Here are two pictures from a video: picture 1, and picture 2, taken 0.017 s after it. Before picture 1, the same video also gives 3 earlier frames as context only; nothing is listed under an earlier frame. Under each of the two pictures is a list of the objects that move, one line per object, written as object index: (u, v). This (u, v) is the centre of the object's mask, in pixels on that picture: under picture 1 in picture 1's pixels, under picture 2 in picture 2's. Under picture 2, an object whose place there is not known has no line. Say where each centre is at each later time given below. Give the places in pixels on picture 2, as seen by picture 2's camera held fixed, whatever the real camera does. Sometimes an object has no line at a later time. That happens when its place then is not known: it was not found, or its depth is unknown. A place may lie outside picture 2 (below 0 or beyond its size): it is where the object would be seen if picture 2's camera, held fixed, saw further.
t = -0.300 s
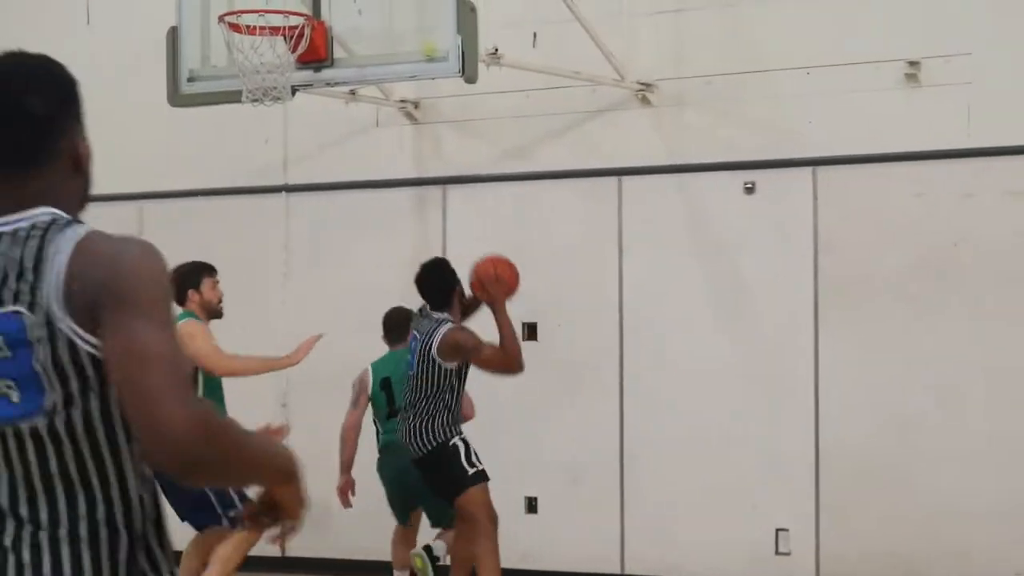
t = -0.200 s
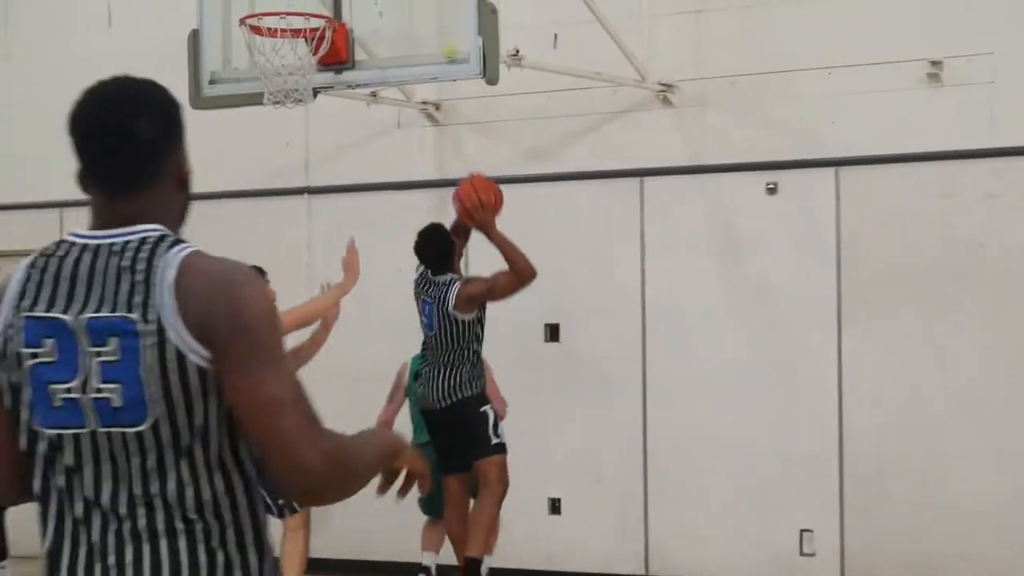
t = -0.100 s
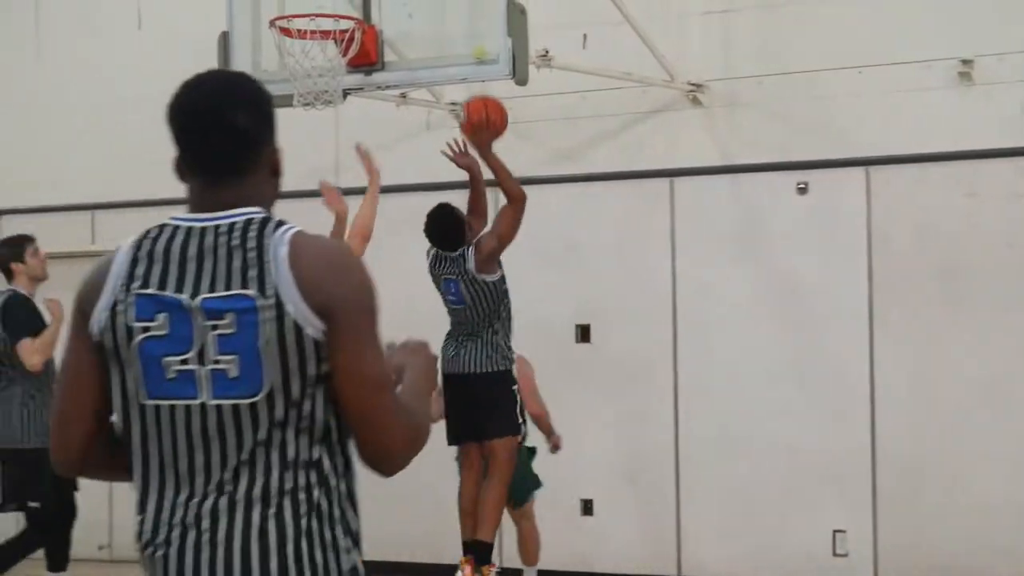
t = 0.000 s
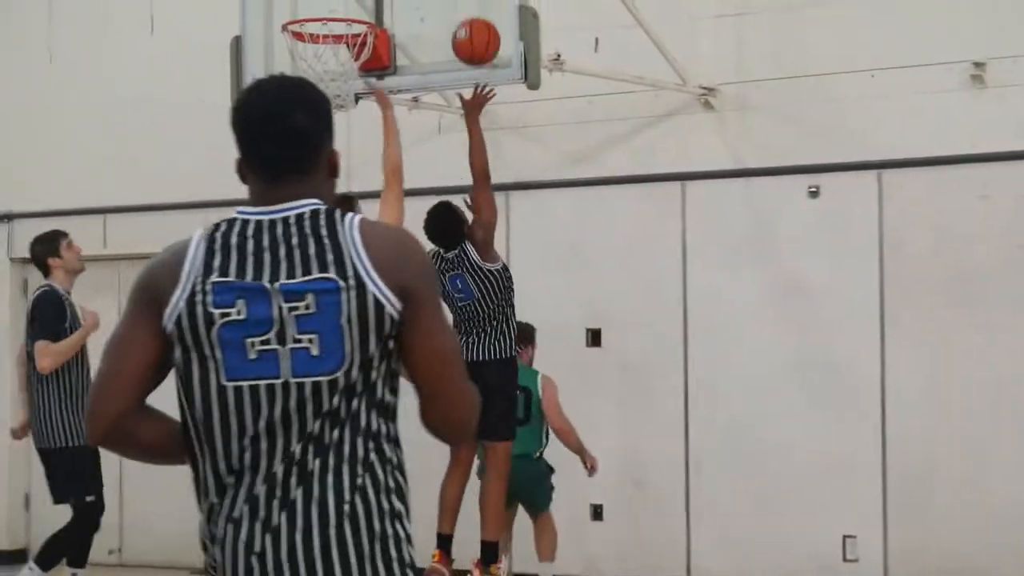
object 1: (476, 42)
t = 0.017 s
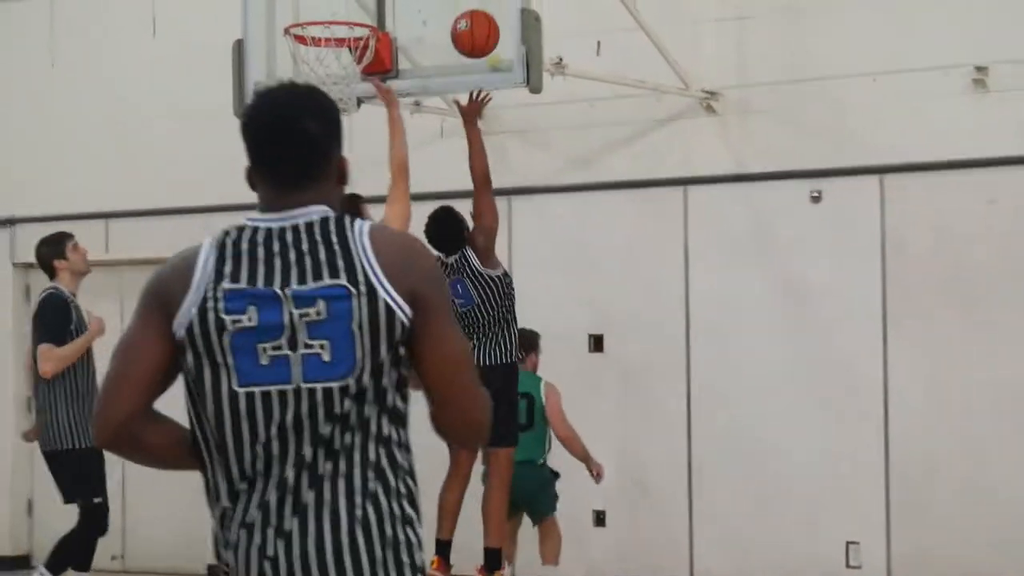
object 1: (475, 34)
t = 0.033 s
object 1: (472, 23)
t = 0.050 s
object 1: (469, 13)
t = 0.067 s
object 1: (465, 4)
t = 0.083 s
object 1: (463, -4)
